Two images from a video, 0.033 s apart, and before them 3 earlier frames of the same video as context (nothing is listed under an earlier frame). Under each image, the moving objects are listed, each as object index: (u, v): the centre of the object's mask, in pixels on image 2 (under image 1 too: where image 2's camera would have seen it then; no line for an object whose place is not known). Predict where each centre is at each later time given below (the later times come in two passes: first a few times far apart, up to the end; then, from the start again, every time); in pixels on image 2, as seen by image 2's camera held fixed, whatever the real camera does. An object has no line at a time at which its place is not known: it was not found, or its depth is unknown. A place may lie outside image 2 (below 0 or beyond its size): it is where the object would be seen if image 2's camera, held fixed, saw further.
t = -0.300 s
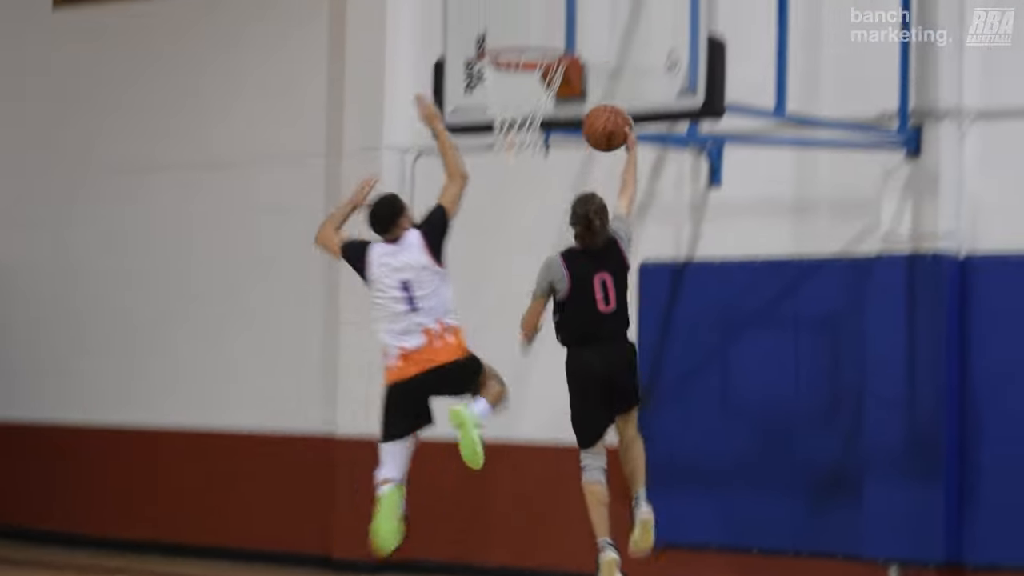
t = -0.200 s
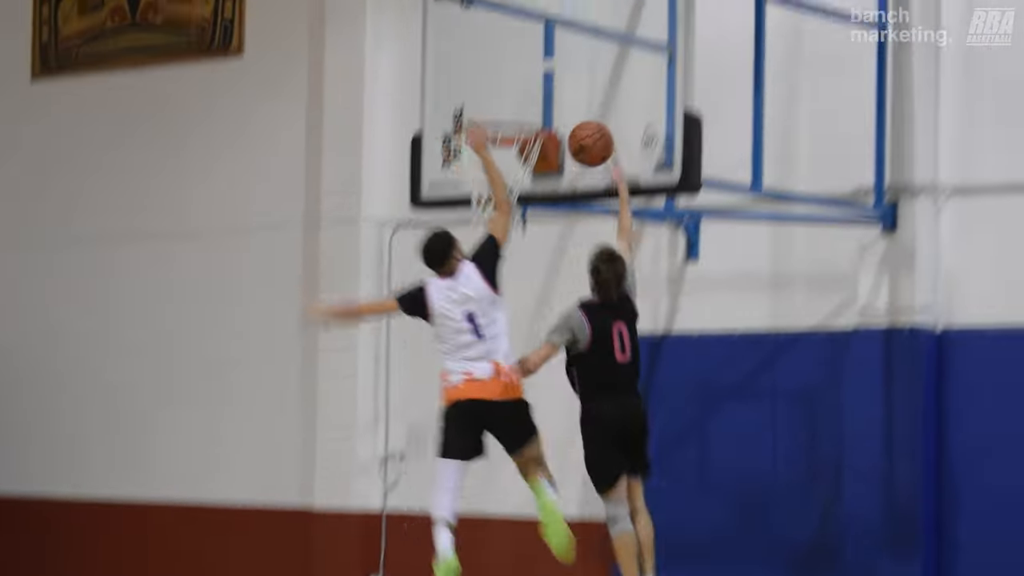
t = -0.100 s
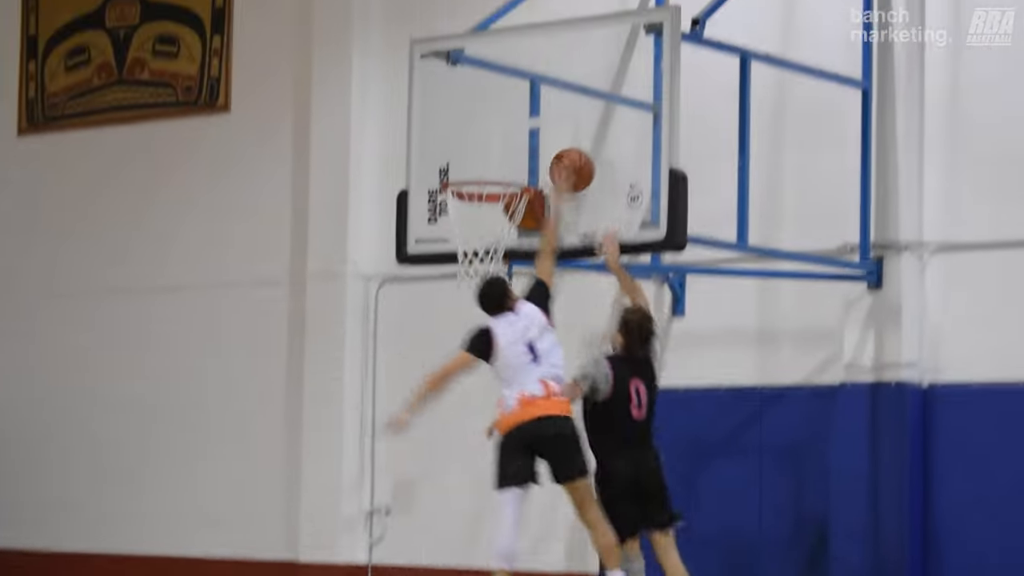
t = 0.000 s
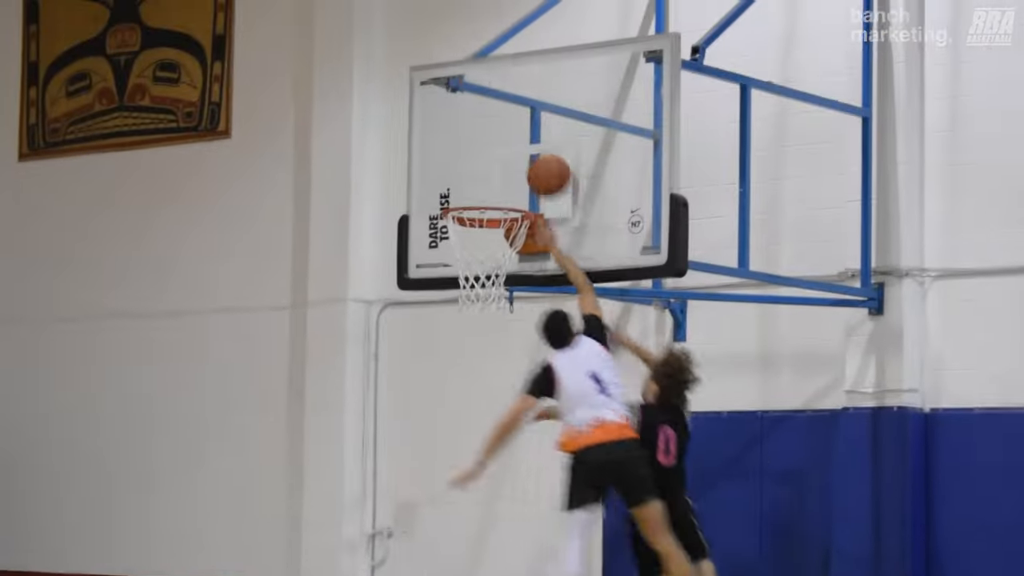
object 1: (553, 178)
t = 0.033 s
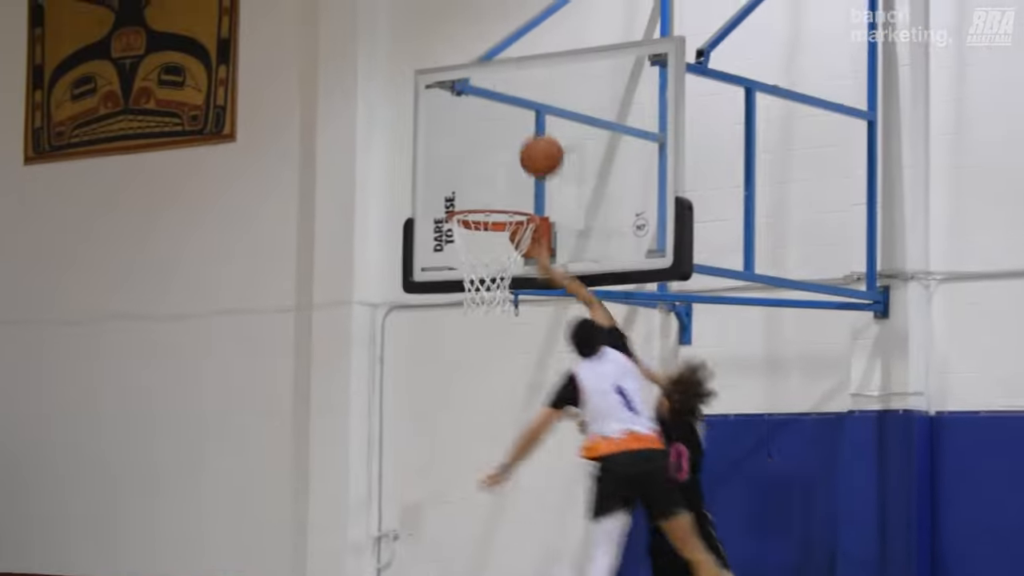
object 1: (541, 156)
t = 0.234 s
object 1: (469, 64)
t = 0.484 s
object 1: (382, 51)
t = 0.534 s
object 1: (364, 61)
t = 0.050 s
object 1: (535, 146)
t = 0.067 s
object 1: (528, 135)
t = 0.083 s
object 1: (523, 126)
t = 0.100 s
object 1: (516, 118)
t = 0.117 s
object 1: (510, 109)
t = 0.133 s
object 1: (504, 101)
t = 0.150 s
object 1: (498, 93)
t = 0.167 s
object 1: (492, 87)
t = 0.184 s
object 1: (486, 80)
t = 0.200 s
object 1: (480, 75)
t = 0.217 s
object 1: (474, 70)
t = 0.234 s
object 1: (469, 64)
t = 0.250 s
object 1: (463, 61)
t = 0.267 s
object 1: (457, 57)
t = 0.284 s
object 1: (451, 54)
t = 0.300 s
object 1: (444, 51)
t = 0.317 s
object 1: (439, 48)
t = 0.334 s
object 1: (433, 46)
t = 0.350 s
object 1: (428, 45)
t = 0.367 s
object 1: (421, 44)
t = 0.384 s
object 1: (416, 43)
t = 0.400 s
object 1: (410, 43)
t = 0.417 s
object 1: (404, 44)
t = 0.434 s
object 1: (399, 45)
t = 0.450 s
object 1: (393, 46)
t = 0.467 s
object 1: (387, 48)
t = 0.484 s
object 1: (382, 51)
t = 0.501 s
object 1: (376, 53)
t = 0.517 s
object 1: (370, 57)
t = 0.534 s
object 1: (364, 61)
